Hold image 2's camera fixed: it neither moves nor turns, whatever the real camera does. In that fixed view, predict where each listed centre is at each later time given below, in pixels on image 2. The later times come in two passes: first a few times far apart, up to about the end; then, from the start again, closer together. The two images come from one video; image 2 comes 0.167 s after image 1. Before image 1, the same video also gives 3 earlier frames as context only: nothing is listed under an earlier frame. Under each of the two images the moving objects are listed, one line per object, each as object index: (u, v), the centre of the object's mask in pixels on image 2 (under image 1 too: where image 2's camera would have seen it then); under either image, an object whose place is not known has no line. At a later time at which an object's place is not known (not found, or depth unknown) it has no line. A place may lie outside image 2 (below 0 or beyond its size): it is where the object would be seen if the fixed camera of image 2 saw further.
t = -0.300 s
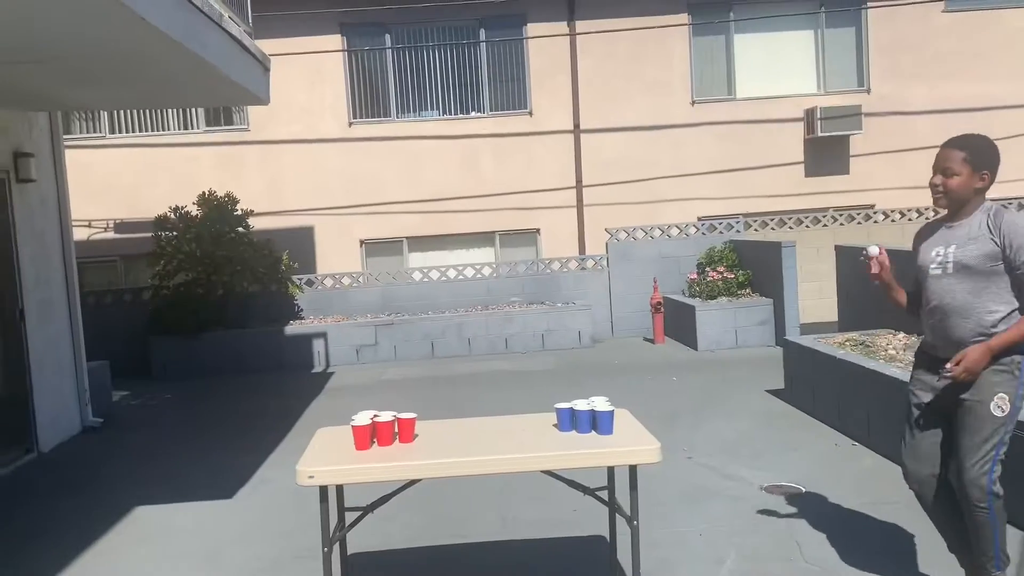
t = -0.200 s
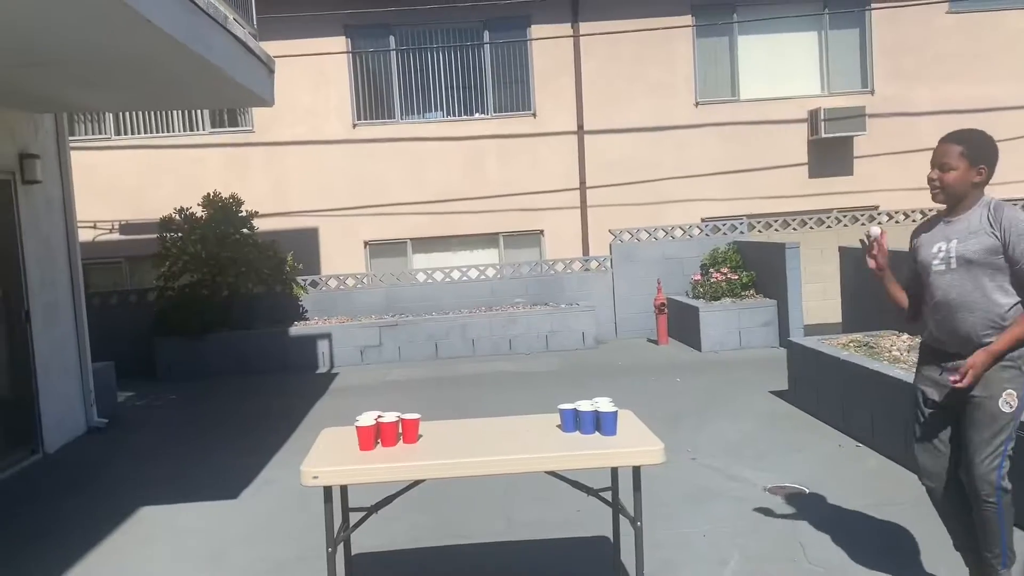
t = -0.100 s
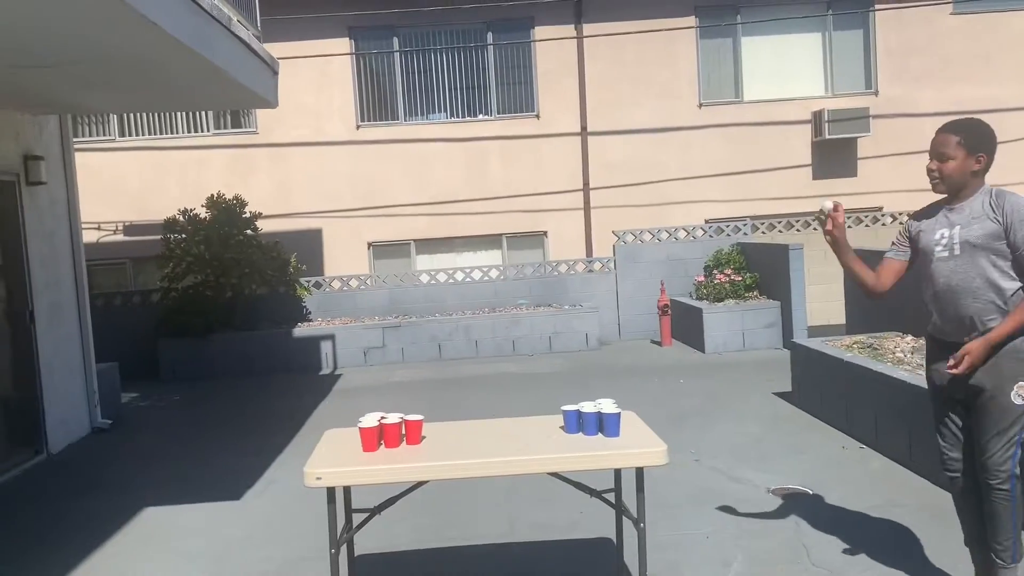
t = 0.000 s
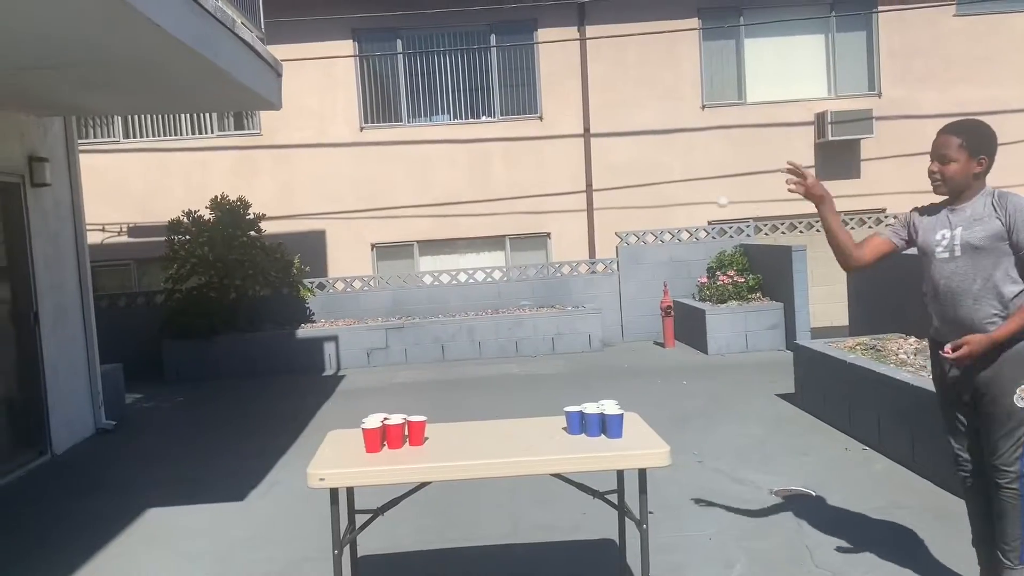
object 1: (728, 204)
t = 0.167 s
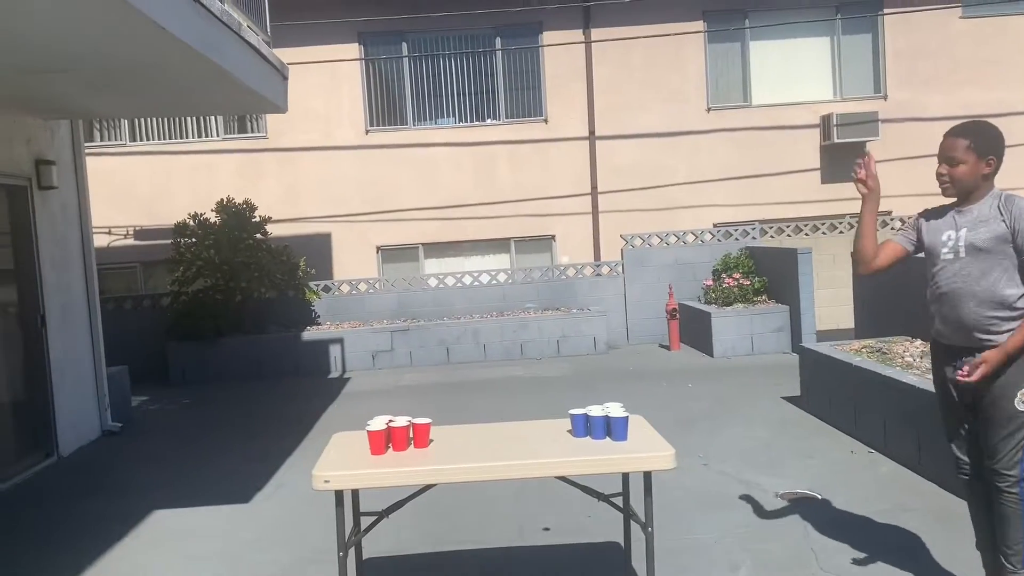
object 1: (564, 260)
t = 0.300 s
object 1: (455, 357)
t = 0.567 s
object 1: (268, 451)
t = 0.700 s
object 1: (195, 529)
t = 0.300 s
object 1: (455, 357)
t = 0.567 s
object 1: (268, 451)
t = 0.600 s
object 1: (247, 467)
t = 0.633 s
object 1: (229, 485)
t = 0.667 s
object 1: (211, 506)
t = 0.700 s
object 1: (195, 529)
